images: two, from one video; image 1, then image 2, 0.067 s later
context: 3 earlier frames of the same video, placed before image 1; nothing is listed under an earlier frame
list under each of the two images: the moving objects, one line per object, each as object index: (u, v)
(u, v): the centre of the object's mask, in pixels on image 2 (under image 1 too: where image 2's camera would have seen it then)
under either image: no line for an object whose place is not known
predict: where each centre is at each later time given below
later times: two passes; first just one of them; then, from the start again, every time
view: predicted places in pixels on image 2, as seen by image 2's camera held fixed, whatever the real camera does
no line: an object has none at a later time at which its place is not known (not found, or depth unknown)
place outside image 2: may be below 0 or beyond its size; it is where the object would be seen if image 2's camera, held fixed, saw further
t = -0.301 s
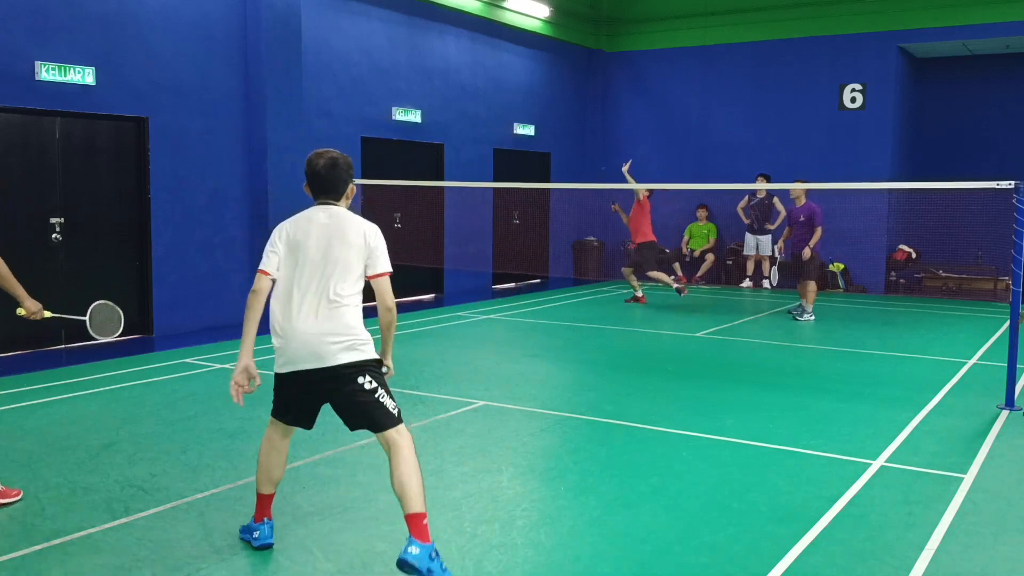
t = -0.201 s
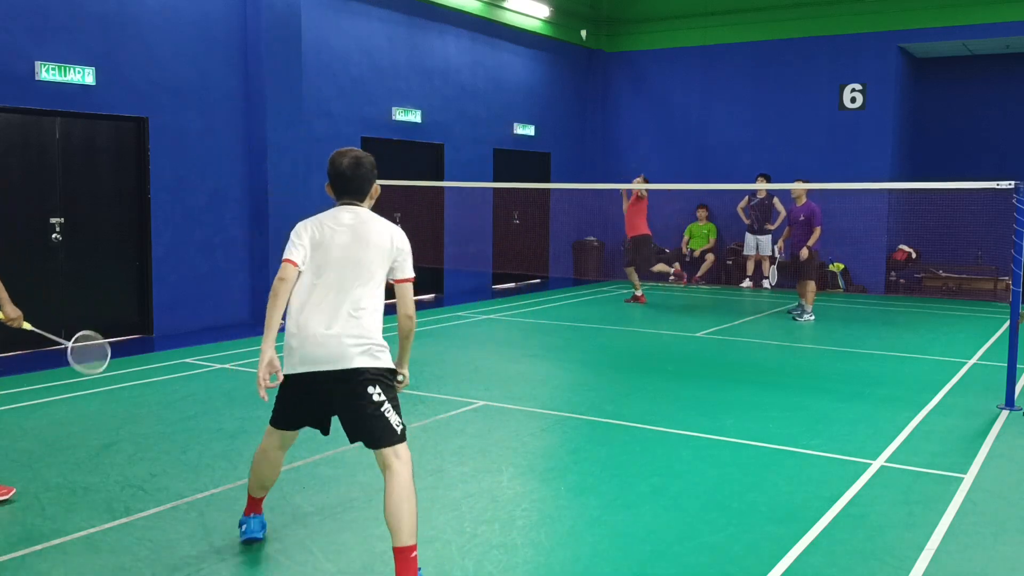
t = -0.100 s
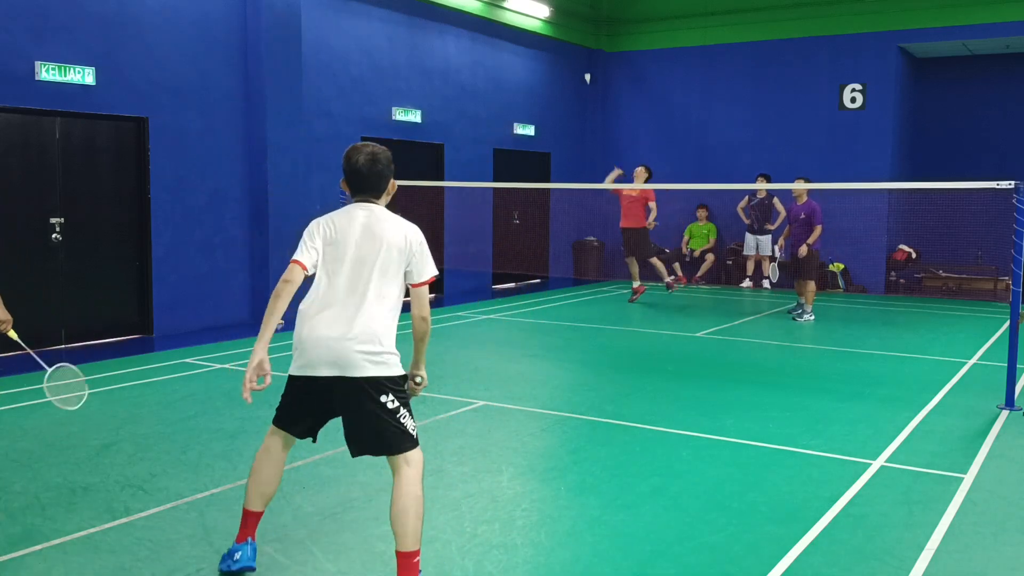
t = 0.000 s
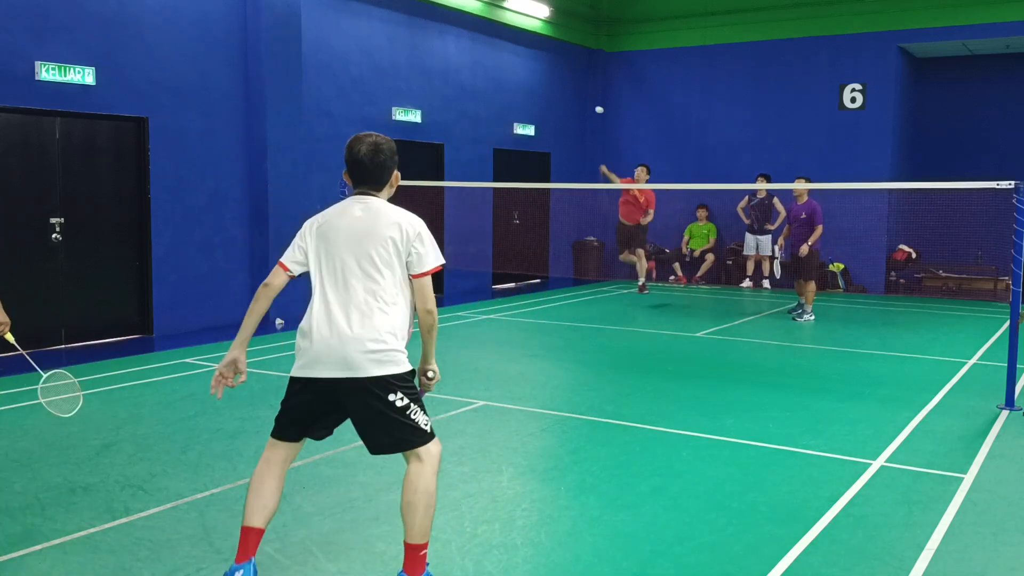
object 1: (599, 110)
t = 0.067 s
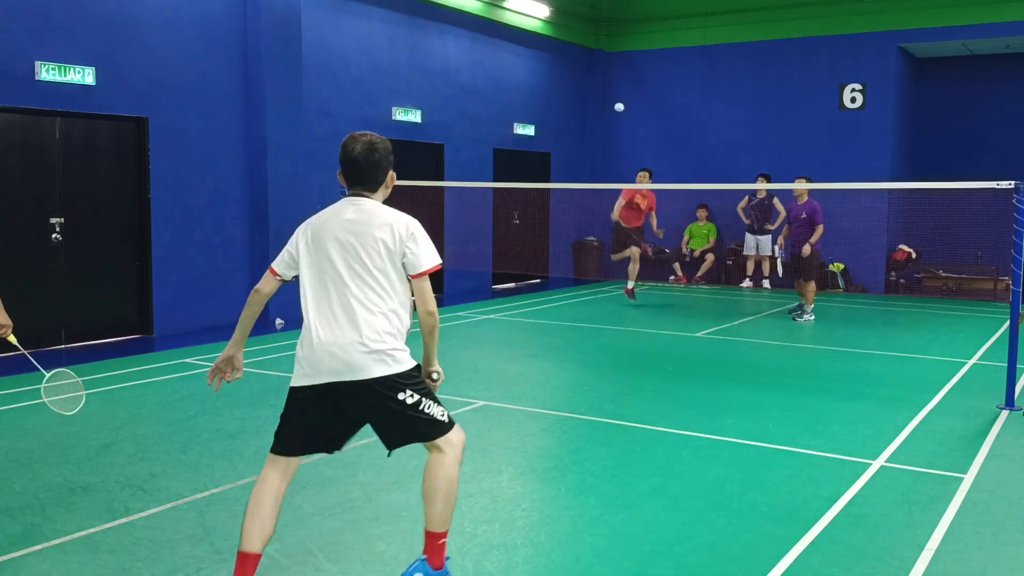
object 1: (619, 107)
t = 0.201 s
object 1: (659, 122)
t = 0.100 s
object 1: (628, 109)
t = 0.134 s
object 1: (639, 111)
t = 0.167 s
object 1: (649, 116)
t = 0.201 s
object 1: (659, 122)
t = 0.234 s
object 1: (670, 131)
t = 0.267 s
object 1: (681, 143)
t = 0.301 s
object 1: (692, 159)
